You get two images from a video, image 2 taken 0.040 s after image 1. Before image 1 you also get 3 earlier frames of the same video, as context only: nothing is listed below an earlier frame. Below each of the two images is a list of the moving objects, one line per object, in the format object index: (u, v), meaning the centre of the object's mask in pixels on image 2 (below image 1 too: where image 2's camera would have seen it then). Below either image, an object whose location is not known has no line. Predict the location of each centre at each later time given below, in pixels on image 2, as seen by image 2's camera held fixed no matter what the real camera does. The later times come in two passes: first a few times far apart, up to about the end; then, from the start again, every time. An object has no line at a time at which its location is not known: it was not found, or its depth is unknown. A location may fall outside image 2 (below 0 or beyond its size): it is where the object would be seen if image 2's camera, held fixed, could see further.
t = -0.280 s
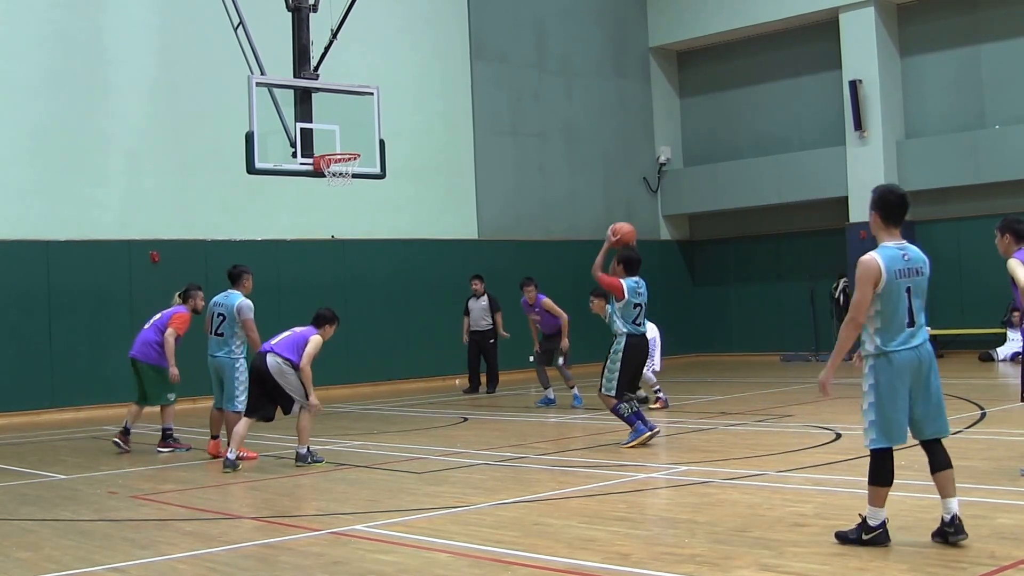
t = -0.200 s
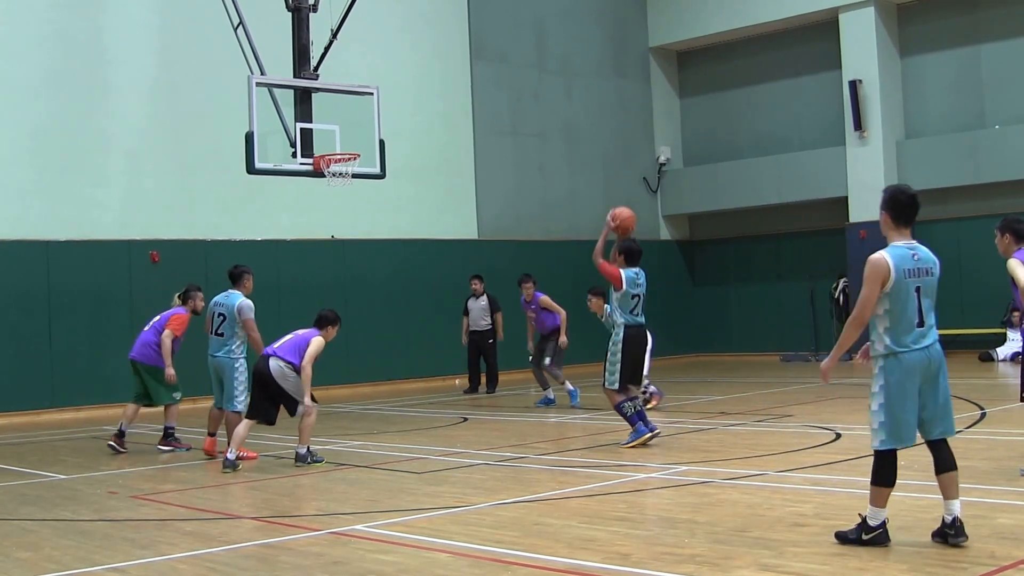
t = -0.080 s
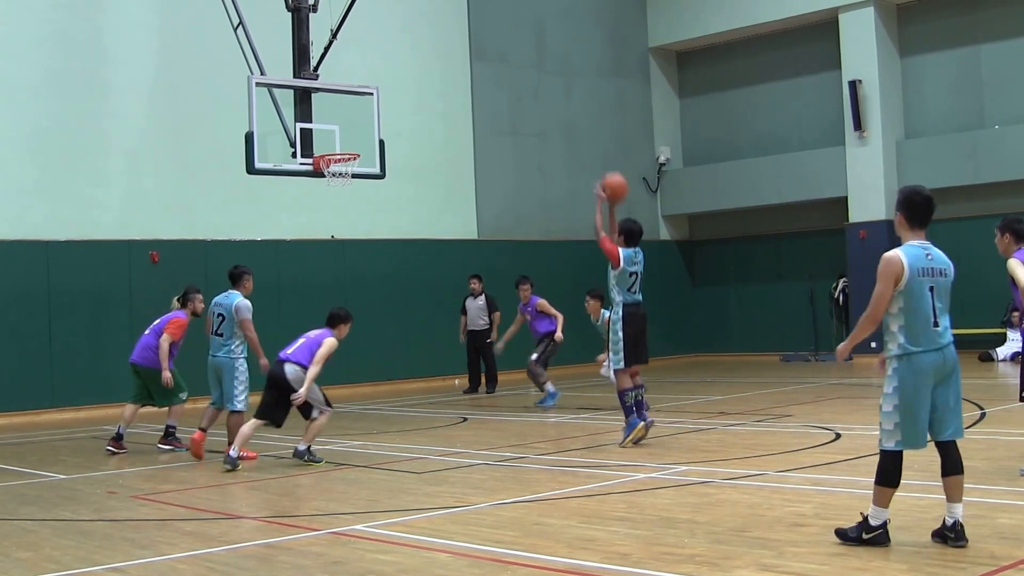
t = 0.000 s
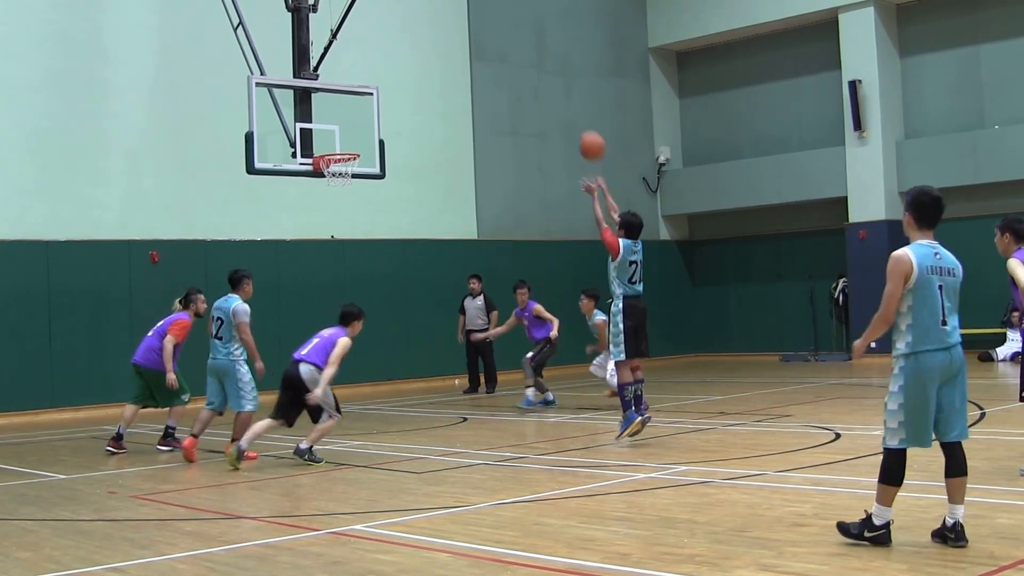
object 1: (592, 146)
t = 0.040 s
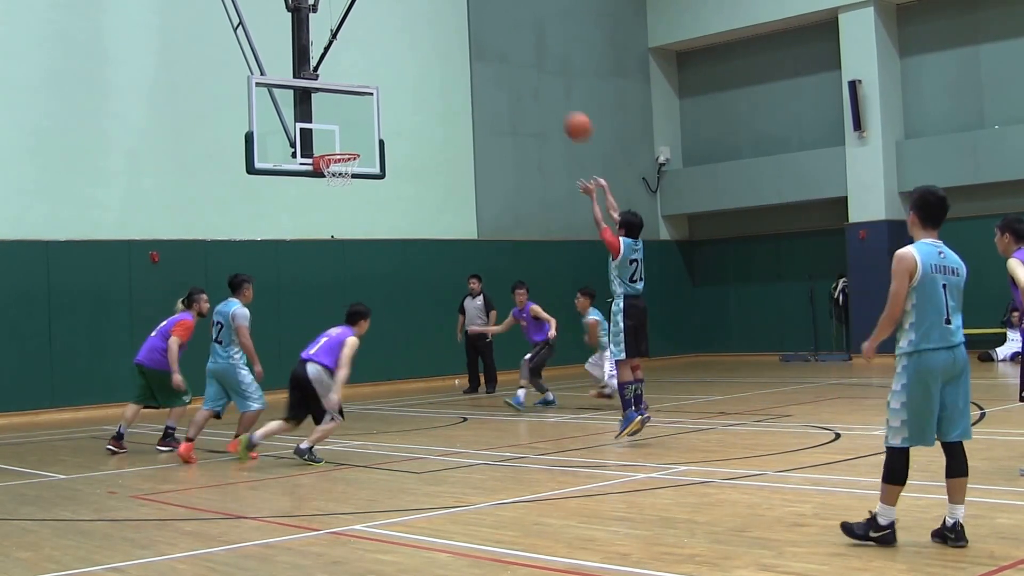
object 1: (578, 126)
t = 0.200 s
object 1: (526, 69)
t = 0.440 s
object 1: (459, 37)
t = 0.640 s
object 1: (411, 51)
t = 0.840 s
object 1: (369, 97)
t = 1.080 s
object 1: (327, 180)
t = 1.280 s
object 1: (313, 230)
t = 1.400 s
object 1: (305, 275)
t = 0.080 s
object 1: (564, 109)
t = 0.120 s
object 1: (551, 93)
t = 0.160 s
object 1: (539, 80)
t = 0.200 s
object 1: (526, 69)
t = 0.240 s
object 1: (514, 59)
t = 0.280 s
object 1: (502, 52)
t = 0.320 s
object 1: (491, 46)
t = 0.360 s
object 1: (480, 41)
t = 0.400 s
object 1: (470, 38)
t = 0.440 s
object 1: (459, 37)
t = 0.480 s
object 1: (449, 37)
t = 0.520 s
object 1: (439, 38)
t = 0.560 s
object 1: (429, 41)
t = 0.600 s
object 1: (420, 45)
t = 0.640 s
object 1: (411, 51)
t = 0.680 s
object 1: (402, 58)
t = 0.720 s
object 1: (393, 66)
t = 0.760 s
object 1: (385, 75)
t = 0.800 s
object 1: (377, 85)
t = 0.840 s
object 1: (369, 97)
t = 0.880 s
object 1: (361, 110)
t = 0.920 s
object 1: (353, 124)
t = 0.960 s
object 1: (346, 139)
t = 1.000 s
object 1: (340, 152)
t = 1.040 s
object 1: (331, 174)
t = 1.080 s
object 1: (327, 180)
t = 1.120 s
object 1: (324, 188)
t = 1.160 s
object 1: (321, 197)
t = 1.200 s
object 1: (318, 207)
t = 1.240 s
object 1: (316, 218)
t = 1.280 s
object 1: (313, 230)
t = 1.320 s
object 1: (311, 246)
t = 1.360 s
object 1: (308, 259)
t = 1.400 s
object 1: (305, 275)
